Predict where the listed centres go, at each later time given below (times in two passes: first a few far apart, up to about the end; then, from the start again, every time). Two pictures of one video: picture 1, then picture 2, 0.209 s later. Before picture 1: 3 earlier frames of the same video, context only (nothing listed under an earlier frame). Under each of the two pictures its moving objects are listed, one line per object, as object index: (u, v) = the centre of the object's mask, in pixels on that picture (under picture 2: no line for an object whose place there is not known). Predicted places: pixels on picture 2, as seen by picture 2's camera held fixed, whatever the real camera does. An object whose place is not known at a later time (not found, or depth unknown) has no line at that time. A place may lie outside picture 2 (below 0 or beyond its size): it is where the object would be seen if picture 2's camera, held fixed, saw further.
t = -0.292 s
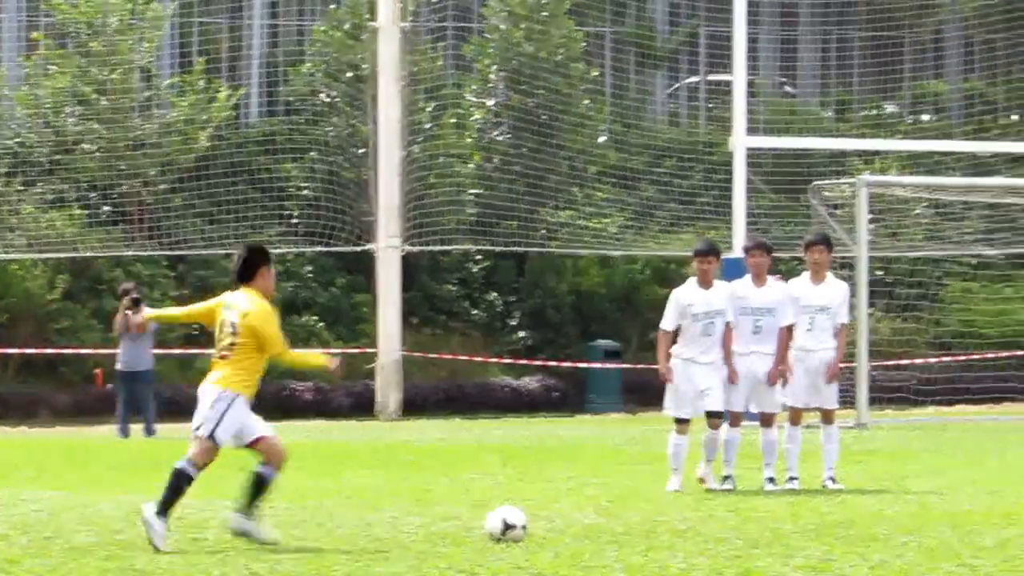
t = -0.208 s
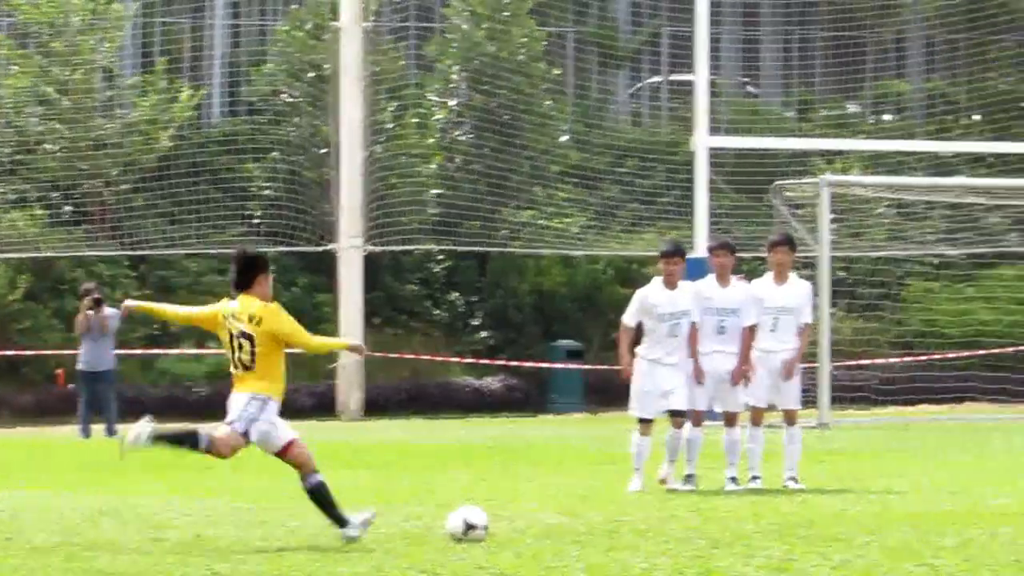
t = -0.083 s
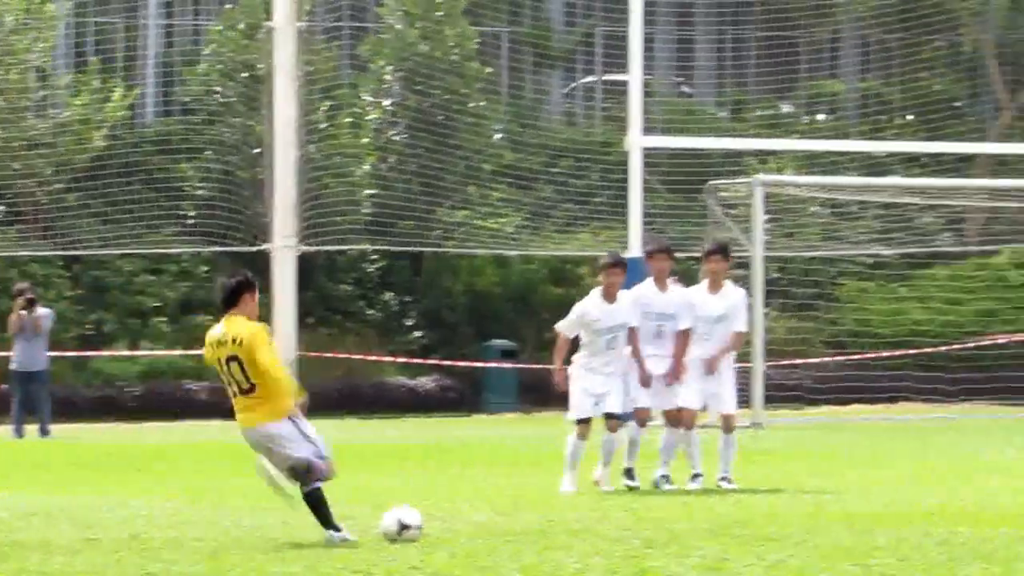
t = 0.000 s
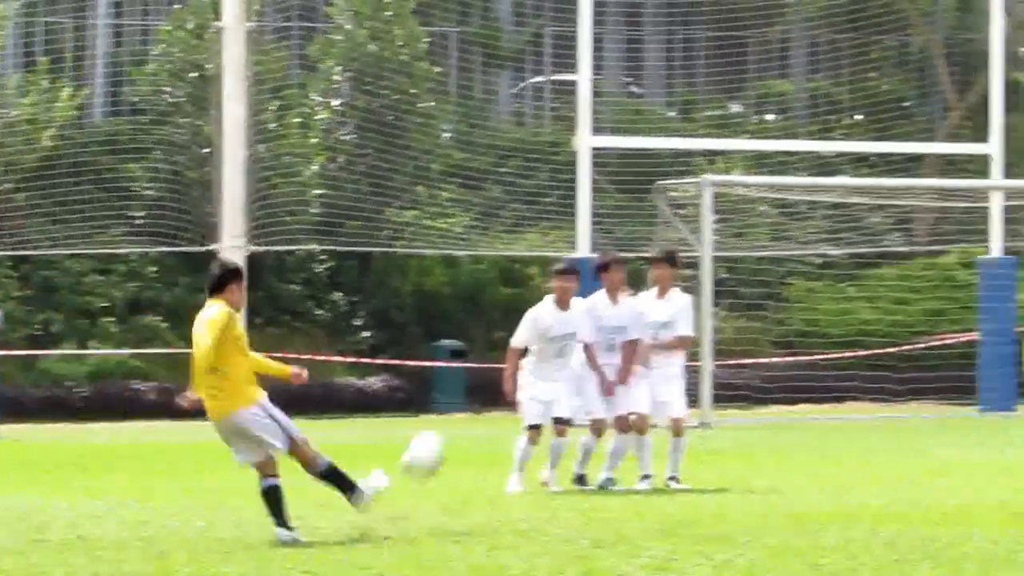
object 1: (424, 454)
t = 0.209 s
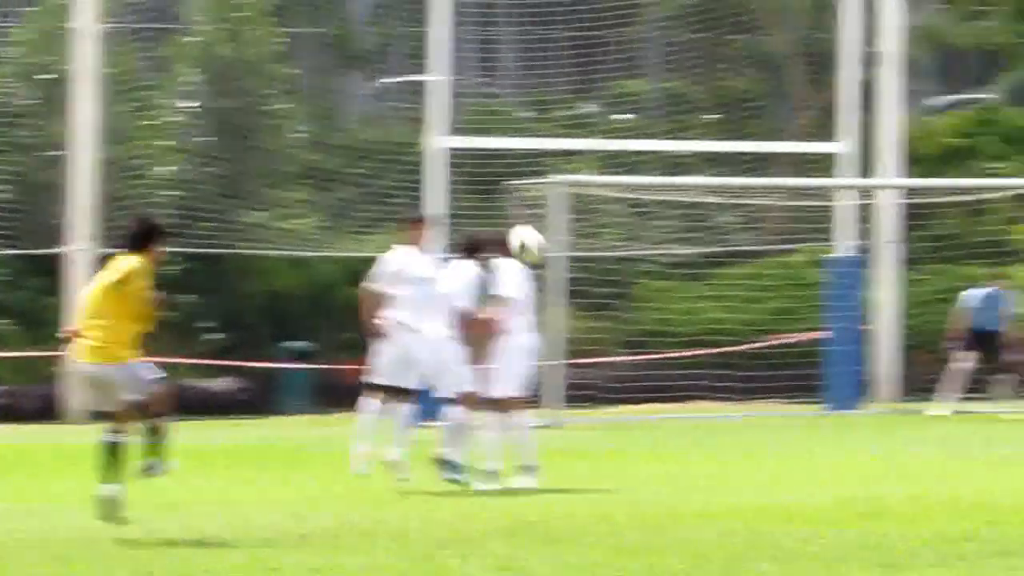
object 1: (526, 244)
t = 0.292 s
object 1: (591, 201)
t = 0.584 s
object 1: (725, 177)
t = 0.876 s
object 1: (758, 276)
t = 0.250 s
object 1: (562, 220)
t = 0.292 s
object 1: (591, 201)
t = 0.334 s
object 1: (618, 189)
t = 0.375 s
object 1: (643, 178)
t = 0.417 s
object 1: (664, 172)
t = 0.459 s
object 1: (682, 168)
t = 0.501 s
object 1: (698, 169)
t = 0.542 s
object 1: (712, 173)
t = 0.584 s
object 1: (725, 177)
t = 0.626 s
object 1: (734, 187)
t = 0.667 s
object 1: (742, 197)
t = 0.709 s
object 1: (748, 211)
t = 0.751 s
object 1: (752, 225)
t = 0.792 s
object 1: (756, 241)
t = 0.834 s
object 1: (757, 259)
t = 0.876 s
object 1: (758, 276)
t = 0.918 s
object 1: (755, 300)
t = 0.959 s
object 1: (753, 323)
